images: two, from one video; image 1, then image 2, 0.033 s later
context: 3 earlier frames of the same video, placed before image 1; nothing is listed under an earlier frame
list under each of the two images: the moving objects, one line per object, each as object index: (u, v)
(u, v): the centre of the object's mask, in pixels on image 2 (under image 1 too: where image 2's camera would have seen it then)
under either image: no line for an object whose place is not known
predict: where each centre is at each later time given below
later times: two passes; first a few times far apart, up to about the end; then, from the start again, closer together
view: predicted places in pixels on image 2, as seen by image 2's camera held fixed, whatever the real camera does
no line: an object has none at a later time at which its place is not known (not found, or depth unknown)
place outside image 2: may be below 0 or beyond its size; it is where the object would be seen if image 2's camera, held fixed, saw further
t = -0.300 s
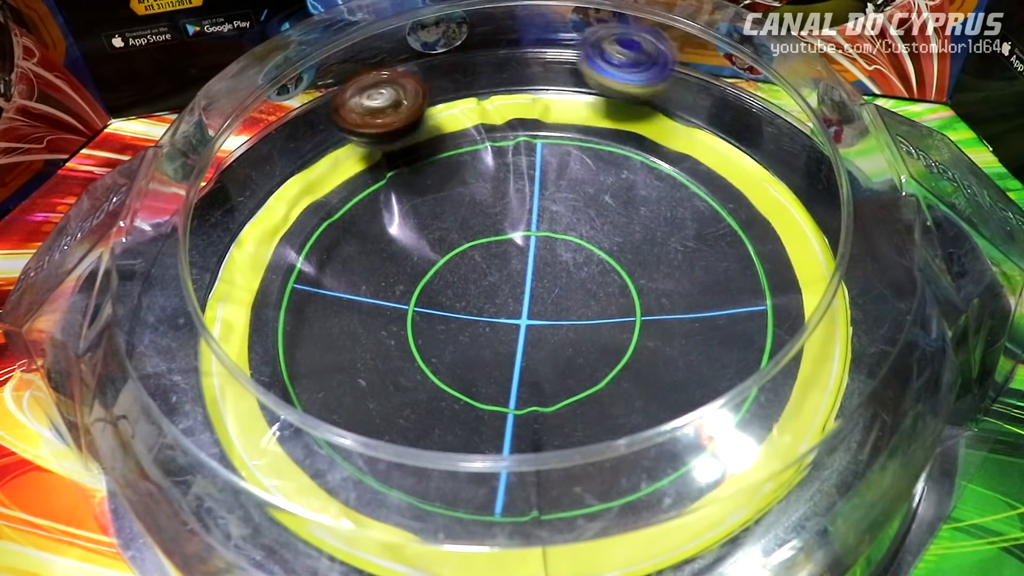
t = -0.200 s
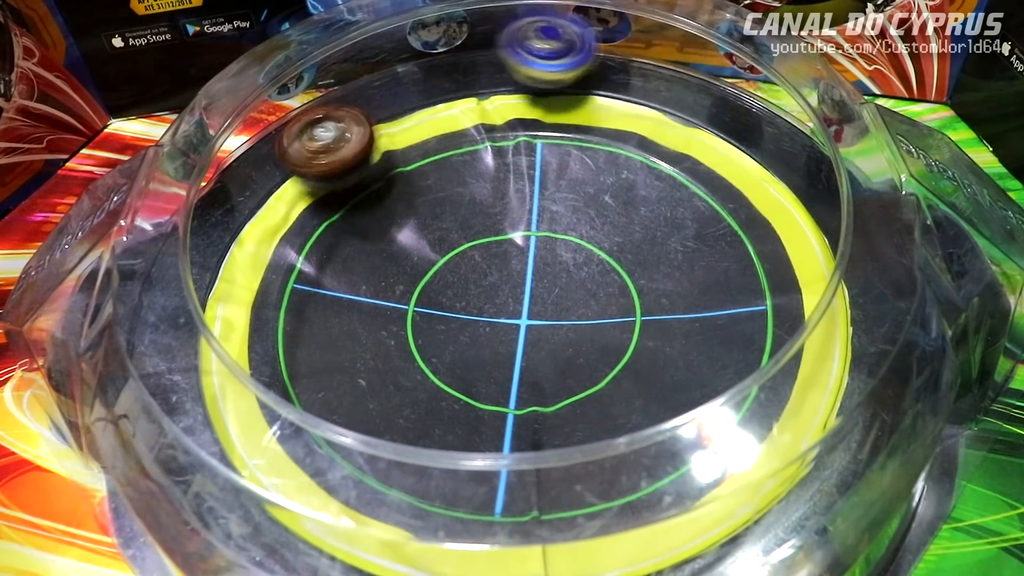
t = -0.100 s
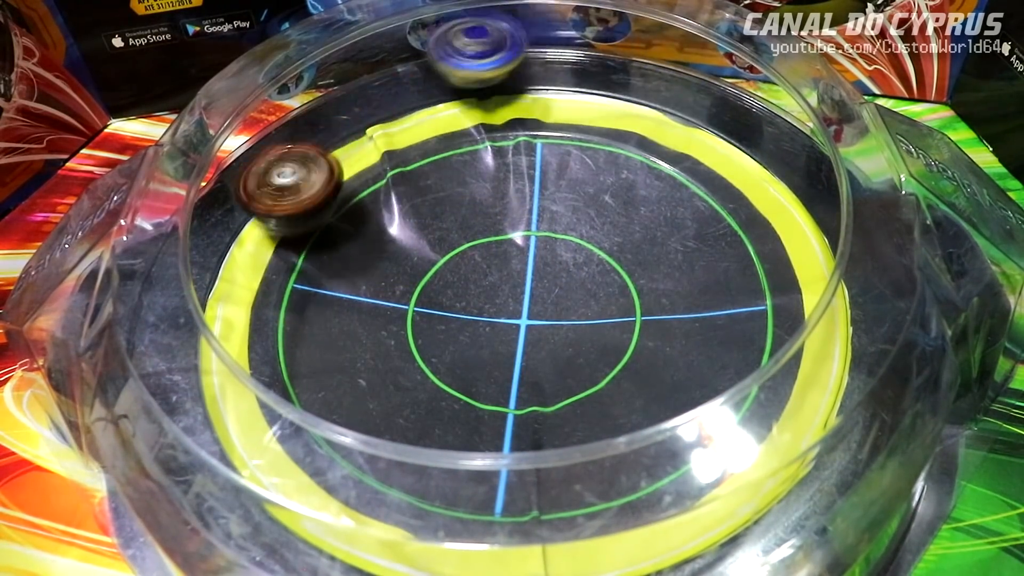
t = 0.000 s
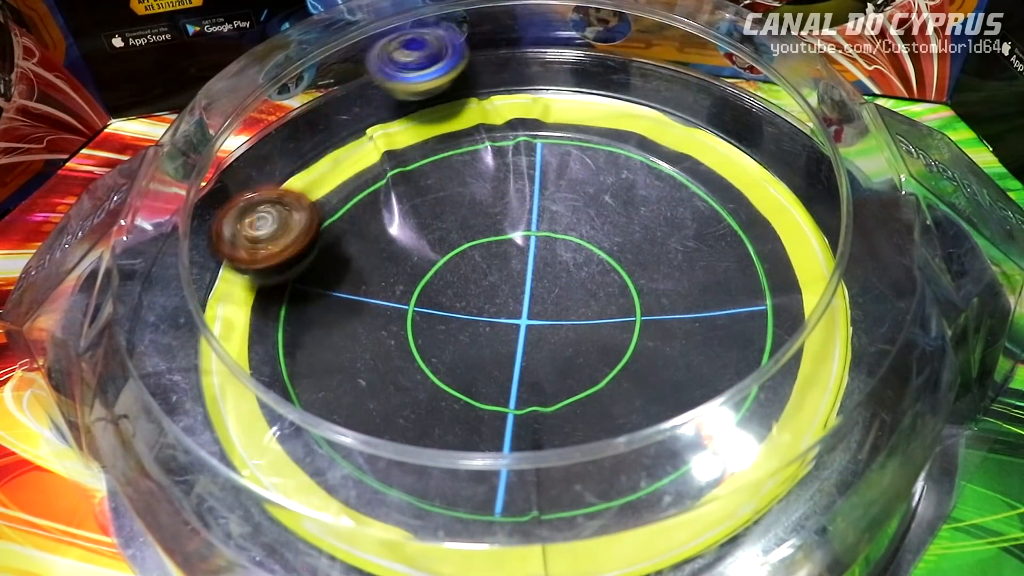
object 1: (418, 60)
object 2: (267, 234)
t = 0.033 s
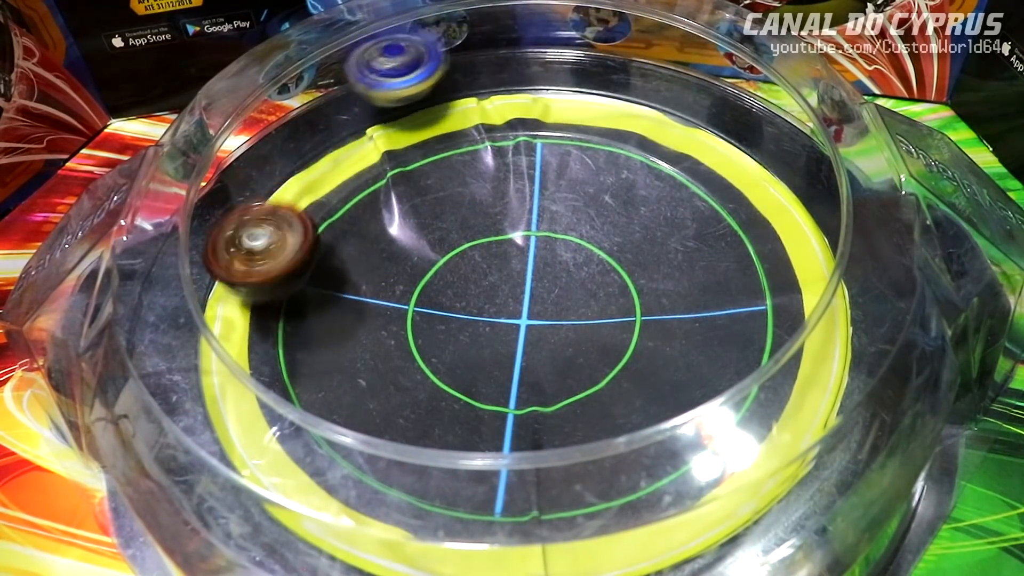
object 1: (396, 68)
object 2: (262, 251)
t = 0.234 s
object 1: (289, 127)
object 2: (336, 373)
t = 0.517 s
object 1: (284, 336)
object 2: (737, 282)
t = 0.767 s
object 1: (773, 406)
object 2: (650, 89)
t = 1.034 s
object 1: (784, 158)
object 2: (490, 72)
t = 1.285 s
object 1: (335, 275)
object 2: (385, 74)
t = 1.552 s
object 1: (346, 530)
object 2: (341, 99)
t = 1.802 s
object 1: (462, 528)
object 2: (344, 209)
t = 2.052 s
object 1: (632, 418)
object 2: (541, 340)
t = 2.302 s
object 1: (767, 206)
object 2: (556, 161)
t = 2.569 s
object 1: (836, 207)
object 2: (366, 103)
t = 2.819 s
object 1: (797, 236)
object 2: (357, 145)
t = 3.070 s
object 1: (740, 325)
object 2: (436, 245)
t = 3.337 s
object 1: (797, 217)
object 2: (372, 309)
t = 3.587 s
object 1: (797, 216)
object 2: (328, 338)
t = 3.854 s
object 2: (482, 309)
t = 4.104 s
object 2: (581, 208)
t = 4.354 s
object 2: (557, 211)
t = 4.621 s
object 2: (535, 332)
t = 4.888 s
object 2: (547, 348)
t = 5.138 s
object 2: (489, 286)
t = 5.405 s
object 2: (435, 246)
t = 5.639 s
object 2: (459, 249)
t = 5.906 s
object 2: (509, 331)
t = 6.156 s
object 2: (615, 433)
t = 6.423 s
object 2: (578, 362)
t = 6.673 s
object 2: (492, 292)
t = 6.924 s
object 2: (415, 238)
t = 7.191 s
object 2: (442, 276)
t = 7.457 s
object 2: (445, 278)
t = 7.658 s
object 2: (440, 273)
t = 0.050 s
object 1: (385, 71)
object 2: (258, 261)
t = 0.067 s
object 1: (376, 74)
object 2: (258, 270)
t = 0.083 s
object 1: (367, 77)
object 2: (259, 278)
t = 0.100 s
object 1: (358, 80)
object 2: (260, 288)
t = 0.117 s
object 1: (349, 84)
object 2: (261, 298)
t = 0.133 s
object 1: (340, 89)
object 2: (265, 308)
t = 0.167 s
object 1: (321, 99)
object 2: (280, 330)
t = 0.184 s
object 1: (312, 105)
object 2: (288, 339)
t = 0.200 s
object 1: (303, 111)
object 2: (304, 352)
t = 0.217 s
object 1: (296, 119)
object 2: (319, 363)
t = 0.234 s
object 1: (289, 127)
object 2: (336, 373)
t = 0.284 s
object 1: (268, 152)
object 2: (407, 401)
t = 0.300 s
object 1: (261, 161)
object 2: (431, 406)
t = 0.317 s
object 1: (255, 172)
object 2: (458, 410)
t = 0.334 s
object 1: (250, 186)
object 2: (492, 412)
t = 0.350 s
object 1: (246, 201)
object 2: (521, 411)
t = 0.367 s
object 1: (240, 214)
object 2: (553, 408)
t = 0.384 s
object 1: (238, 226)
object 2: (581, 402)
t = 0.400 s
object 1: (238, 240)
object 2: (613, 392)
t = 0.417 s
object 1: (239, 253)
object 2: (637, 382)
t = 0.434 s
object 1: (244, 270)
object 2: (661, 371)
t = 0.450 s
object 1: (248, 284)
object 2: (685, 355)
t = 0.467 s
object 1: (253, 296)
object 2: (702, 340)
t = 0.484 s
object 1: (261, 307)
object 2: (717, 321)
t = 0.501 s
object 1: (271, 321)
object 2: (730, 303)
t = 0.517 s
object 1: (284, 336)
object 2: (737, 282)
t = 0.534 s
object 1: (300, 351)
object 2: (741, 262)
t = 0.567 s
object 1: (338, 379)
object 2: (746, 224)
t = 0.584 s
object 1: (363, 391)
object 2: (741, 204)
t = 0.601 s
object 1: (382, 419)
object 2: (737, 186)
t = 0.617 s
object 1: (416, 433)
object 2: (730, 168)
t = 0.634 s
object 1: (455, 447)
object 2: (723, 152)
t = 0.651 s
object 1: (495, 456)
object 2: (717, 141)
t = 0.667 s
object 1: (537, 460)
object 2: (709, 128)
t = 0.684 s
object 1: (581, 460)
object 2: (701, 115)
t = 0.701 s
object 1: (619, 454)
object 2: (695, 109)
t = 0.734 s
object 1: (694, 436)
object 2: (678, 94)
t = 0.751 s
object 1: (743, 409)
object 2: (664, 86)
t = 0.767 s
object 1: (773, 406)
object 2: (650, 89)
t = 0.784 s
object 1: (801, 399)
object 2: (636, 87)
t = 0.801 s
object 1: (832, 383)
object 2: (625, 83)
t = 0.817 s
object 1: (851, 362)
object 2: (612, 82)
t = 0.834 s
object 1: (870, 341)
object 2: (601, 78)
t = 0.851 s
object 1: (879, 319)
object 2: (592, 77)
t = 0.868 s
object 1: (881, 301)
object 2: (581, 74)
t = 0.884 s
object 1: (880, 275)
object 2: (571, 73)
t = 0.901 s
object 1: (876, 254)
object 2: (564, 72)
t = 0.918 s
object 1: (872, 238)
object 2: (554, 69)
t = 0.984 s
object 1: (843, 171)
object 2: (517, 68)
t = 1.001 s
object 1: (830, 157)
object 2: (509, 70)
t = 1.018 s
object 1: (796, 158)
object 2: (498, 70)
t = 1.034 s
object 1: (784, 158)
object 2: (490, 72)
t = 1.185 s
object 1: (525, 171)
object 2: (426, 95)
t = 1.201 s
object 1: (492, 169)
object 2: (418, 98)
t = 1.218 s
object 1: (457, 179)
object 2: (411, 103)
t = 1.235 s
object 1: (428, 203)
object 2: (403, 90)
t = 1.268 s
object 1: (366, 252)
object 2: (391, 77)
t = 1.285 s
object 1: (335, 275)
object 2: (385, 74)
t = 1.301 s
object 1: (312, 297)
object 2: (382, 72)
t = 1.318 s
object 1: (293, 324)
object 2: (381, 73)
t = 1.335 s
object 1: (277, 345)
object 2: (379, 77)
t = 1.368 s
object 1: (239, 406)
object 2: (375, 79)
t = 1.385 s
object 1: (222, 441)
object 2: (373, 80)
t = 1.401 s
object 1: (222, 463)
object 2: (370, 82)
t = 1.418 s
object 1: (237, 477)
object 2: (368, 83)
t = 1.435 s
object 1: (257, 487)
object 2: (364, 84)
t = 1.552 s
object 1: (346, 530)
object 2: (341, 99)
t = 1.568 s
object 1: (355, 533)
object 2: (336, 103)
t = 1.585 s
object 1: (363, 534)
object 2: (335, 111)
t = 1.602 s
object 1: (371, 534)
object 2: (333, 117)
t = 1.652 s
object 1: (389, 537)
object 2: (327, 137)
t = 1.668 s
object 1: (394, 537)
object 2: (326, 144)
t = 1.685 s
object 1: (400, 537)
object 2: (326, 149)
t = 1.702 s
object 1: (406, 536)
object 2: (328, 155)
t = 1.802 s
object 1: (462, 528)
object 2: (344, 209)
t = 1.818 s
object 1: (475, 526)
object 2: (346, 225)
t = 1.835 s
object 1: (485, 524)
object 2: (352, 235)
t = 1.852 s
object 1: (495, 512)
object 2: (357, 251)
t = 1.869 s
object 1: (503, 506)
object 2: (367, 264)
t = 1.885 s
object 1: (508, 495)
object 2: (375, 282)
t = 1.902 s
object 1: (517, 488)
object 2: (390, 294)
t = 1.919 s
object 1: (524, 481)
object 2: (401, 311)
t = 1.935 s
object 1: (532, 473)
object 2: (421, 323)
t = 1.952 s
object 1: (542, 464)
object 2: (435, 335)
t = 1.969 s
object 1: (552, 452)
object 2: (458, 348)
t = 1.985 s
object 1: (561, 440)
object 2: (474, 351)
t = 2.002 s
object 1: (574, 428)
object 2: (494, 355)
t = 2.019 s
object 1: (590, 426)
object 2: (508, 351)
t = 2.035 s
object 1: (612, 422)
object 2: (527, 346)
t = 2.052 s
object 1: (632, 418)
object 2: (541, 340)
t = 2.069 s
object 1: (650, 407)
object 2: (558, 329)
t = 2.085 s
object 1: (662, 385)
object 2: (571, 320)
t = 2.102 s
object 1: (687, 378)
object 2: (584, 308)
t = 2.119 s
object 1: (700, 369)
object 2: (594, 297)
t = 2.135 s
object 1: (716, 354)
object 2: (600, 283)
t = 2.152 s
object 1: (725, 336)
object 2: (609, 272)
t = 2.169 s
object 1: (735, 318)
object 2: (609, 261)
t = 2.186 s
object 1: (739, 301)
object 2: (617, 249)
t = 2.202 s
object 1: (738, 280)
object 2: (615, 238)
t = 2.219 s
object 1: (735, 265)
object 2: (617, 229)
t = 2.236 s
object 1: (728, 245)
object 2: (616, 219)
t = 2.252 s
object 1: (724, 227)
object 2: (613, 211)
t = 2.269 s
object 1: (737, 217)
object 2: (600, 194)
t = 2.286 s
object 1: (753, 210)
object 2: (575, 176)
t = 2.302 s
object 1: (767, 206)
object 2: (556, 161)
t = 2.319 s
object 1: (782, 205)
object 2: (539, 146)
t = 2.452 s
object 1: (834, 209)
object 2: (413, 89)
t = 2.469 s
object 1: (834, 209)
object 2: (400, 86)
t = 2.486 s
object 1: (834, 209)
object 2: (395, 83)
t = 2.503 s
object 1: (835, 209)
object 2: (388, 84)
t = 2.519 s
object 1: (834, 209)
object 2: (379, 86)
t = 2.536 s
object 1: (835, 208)
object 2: (377, 93)
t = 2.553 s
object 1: (835, 208)
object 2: (370, 96)
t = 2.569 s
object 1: (836, 207)
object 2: (366, 103)
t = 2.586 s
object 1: (837, 207)
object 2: (362, 112)
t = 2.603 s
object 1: (838, 207)
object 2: (356, 114)
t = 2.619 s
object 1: (839, 207)
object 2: (354, 119)
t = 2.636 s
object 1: (839, 208)
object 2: (350, 125)
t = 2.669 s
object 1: (838, 212)
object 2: (345, 132)
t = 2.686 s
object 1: (836, 213)
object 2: (341, 136)
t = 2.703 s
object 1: (833, 214)
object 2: (339, 136)
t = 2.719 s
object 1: (828, 215)
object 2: (341, 141)
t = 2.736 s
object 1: (821, 218)
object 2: (339, 143)
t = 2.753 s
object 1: (815, 219)
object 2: (341, 143)
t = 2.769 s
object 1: (809, 223)
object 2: (346, 144)
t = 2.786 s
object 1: (805, 227)
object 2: (346, 144)
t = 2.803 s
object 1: (801, 231)
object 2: (351, 144)
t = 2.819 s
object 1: (797, 236)
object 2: (357, 145)
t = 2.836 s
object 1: (793, 245)
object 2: (358, 146)
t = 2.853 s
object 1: (788, 254)
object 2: (363, 149)
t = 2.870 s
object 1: (781, 262)
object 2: (368, 150)
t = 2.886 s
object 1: (782, 272)
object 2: (369, 155)
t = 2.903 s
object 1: (779, 283)
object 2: (376, 162)
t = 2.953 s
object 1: (771, 308)
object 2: (388, 182)
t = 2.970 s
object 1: (767, 314)
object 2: (394, 191)
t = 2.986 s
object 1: (764, 320)
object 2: (397, 199)
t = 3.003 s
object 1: (760, 323)
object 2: (404, 205)
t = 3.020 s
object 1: (757, 324)
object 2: (412, 216)
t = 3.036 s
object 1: (752, 327)
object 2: (417, 224)
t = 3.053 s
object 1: (746, 327)
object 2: (426, 233)
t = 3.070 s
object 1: (740, 325)
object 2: (436, 245)
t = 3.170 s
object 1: (686, 299)
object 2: (507, 301)
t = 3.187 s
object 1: (671, 291)
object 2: (519, 304)
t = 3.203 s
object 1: (665, 283)
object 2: (527, 310)
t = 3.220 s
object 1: (685, 273)
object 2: (504, 313)
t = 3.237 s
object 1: (713, 263)
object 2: (478, 315)
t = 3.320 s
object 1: (795, 222)
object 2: (383, 311)
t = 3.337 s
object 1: (797, 217)
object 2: (372, 309)
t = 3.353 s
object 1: (816, 217)
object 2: (358, 309)
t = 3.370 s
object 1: (823, 211)
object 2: (351, 309)
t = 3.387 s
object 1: (825, 205)
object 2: (344, 310)
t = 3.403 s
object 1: (818, 203)
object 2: (336, 312)
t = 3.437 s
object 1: (811, 202)
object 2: (330, 314)
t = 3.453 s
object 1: (805, 200)
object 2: (327, 316)
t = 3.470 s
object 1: (800, 199)
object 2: (324, 318)
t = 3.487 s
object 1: (792, 199)
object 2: (321, 321)
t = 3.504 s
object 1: (790, 201)
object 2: (321, 323)
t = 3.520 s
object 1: (790, 201)
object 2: (319, 326)
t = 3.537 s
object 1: (789, 203)
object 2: (321, 330)
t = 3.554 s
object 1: (790, 206)
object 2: (323, 333)
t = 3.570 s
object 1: (790, 210)
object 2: (322, 336)
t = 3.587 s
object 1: (797, 216)
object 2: (328, 338)
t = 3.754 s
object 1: (841, 293)
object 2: (412, 331)
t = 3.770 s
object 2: (424, 329)
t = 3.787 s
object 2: (436, 327)
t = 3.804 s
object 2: (447, 323)
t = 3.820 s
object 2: (459, 319)
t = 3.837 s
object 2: (471, 315)
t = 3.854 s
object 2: (482, 309)
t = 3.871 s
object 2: (495, 302)
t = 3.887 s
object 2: (506, 297)
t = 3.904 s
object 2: (516, 290)
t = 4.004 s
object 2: (563, 245)
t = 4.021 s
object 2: (567, 241)
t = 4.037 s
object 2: (569, 232)
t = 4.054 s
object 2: (575, 227)
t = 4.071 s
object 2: (578, 220)
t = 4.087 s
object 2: (577, 215)
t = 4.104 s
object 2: (581, 208)
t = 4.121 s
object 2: (582, 203)
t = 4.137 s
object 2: (584, 201)
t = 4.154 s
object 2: (582, 196)
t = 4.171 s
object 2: (584, 193)
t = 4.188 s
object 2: (584, 190)
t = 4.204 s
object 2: (581, 190)
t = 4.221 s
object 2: (579, 188)
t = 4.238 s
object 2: (577, 188)
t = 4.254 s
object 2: (576, 188)
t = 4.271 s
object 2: (572, 191)
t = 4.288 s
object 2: (570, 192)
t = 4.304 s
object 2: (568, 195)
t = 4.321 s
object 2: (565, 199)
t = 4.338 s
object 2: (559, 206)
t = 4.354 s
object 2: (557, 211)
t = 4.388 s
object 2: (551, 224)
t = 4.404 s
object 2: (546, 232)
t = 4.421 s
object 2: (543, 241)
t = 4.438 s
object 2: (542, 249)
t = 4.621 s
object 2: (535, 332)
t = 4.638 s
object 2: (537, 336)
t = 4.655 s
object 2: (537, 344)
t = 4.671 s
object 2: (540, 347)
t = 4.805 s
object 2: (550, 359)
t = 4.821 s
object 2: (550, 358)
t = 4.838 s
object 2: (553, 356)
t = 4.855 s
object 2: (551, 355)
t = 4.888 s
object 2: (547, 348)
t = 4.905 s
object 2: (546, 345)
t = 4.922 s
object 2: (543, 342)
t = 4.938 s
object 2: (539, 337)
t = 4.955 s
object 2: (537, 334)
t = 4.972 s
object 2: (534, 329)
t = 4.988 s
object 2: (531, 325)
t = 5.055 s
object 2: (513, 307)
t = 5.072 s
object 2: (507, 302)
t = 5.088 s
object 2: (501, 298)
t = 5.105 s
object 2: (497, 294)
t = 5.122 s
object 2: (493, 289)
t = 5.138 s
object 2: (489, 286)
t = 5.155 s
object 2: (483, 281)
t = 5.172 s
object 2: (480, 278)
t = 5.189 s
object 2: (475, 275)
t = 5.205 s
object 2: (474, 272)
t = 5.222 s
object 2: (468, 270)
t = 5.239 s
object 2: (463, 266)
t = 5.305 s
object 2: (455, 261)
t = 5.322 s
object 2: (454, 260)
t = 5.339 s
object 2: (452, 260)
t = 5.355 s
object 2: (450, 258)
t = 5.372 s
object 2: (443, 253)
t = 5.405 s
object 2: (435, 246)
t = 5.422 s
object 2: (431, 244)
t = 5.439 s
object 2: (432, 243)
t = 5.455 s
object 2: (430, 242)
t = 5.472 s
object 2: (428, 241)
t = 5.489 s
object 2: (430, 241)
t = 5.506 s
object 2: (430, 241)
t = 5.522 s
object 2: (433, 241)
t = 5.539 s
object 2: (433, 242)
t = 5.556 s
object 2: (435, 241)
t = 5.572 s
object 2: (440, 242)
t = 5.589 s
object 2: (446, 245)
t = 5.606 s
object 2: (451, 245)
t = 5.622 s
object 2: (453, 248)
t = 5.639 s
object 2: (459, 249)
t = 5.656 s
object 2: (457, 254)
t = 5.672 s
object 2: (458, 261)
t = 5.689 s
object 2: (460, 266)
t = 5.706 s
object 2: (458, 275)
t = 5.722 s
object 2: (459, 280)
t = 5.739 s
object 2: (461, 287)
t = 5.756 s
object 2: (465, 293)
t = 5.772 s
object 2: (470, 298)
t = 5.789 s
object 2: (471, 306)
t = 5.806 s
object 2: (475, 310)
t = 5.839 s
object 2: (487, 317)
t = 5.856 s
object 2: (494, 321)
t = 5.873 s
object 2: (498, 326)
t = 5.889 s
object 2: (503, 328)
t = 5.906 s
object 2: (509, 331)
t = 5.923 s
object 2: (515, 339)
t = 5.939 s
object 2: (518, 355)
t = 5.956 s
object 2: (530, 368)
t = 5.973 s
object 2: (541, 381)
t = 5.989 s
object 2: (549, 389)
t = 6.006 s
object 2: (555, 395)
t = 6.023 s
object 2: (559, 400)
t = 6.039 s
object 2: (572, 405)
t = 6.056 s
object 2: (582, 407)
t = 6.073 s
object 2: (593, 408)
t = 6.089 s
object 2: (598, 409)
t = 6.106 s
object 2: (604, 422)
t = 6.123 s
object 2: (609, 428)
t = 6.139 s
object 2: (613, 432)
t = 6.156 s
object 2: (615, 433)
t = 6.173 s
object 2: (619, 432)
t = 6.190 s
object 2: (622, 430)
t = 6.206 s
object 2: (620, 413)
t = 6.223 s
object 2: (620, 420)
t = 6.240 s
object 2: (613, 406)
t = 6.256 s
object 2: (612, 403)
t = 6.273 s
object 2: (611, 403)
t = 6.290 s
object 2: (607, 403)
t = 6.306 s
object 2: (603, 403)
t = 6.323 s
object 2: (599, 401)
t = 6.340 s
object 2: (598, 399)
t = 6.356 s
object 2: (596, 394)
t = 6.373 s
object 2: (592, 388)
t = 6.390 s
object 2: (589, 381)
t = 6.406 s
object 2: (583, 370)
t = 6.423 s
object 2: (578, 362)
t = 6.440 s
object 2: (570, 358)
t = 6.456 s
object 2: (560, 358)
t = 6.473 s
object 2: (553, 358)
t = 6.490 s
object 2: (547, 357)
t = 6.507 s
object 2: (540, 353)
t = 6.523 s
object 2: (532, 347)
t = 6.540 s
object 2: (526, 340)
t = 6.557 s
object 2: (522, 335)
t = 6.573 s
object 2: (517, 328)
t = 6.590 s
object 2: (511, 322)
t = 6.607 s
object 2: (508, 318)
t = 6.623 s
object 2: (504, 313)
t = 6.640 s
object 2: (503, 303)
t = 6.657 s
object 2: (500, 296)
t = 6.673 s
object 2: (492, 292)
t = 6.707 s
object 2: (472, 282)
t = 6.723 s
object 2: (465, 276)
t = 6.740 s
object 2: (456, 269)
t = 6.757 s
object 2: (447, 263)
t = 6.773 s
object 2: (439, 259)
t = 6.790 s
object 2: (433, 256)
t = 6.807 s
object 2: (430, 254)
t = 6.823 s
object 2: (427, 251)
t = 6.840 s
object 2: (422, 246)
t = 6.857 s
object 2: (420, 243)
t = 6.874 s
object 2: (417, 241)
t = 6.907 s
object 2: (415, 239)
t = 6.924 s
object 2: (415, 238)
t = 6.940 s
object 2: (416, 239)
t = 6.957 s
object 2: (416, 240)
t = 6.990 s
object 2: (420, 244)
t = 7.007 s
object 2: (423, 247)
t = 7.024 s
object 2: (424, 250)
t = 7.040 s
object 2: (428, 254)
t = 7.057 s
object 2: (430, 257)
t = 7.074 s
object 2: (432, 260)
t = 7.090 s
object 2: (434, 263)
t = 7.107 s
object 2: (435, 267)
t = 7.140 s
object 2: (438, 272)
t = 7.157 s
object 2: (439, 274)
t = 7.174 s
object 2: (441, 275)
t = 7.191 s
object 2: (442, 276)
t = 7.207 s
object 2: (444, 276)
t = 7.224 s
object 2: (445, 276)
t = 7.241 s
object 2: (445, 277)
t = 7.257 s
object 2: (445, 278)
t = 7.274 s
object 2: (446, 278)
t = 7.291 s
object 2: (446, 278)
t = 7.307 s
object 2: (446, 278)
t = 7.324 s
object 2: (446, 278)
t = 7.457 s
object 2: (445, 278)
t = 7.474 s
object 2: (443, 277)
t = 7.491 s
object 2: (443, 276)
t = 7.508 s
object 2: (440, 275)
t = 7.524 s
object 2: (439, 273)
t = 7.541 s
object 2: (438, 272)
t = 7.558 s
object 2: (434, 270)
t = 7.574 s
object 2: (435, 270)
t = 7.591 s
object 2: (435, 271)
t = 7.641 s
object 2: (438, 273)
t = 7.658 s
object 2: (440, 273)
